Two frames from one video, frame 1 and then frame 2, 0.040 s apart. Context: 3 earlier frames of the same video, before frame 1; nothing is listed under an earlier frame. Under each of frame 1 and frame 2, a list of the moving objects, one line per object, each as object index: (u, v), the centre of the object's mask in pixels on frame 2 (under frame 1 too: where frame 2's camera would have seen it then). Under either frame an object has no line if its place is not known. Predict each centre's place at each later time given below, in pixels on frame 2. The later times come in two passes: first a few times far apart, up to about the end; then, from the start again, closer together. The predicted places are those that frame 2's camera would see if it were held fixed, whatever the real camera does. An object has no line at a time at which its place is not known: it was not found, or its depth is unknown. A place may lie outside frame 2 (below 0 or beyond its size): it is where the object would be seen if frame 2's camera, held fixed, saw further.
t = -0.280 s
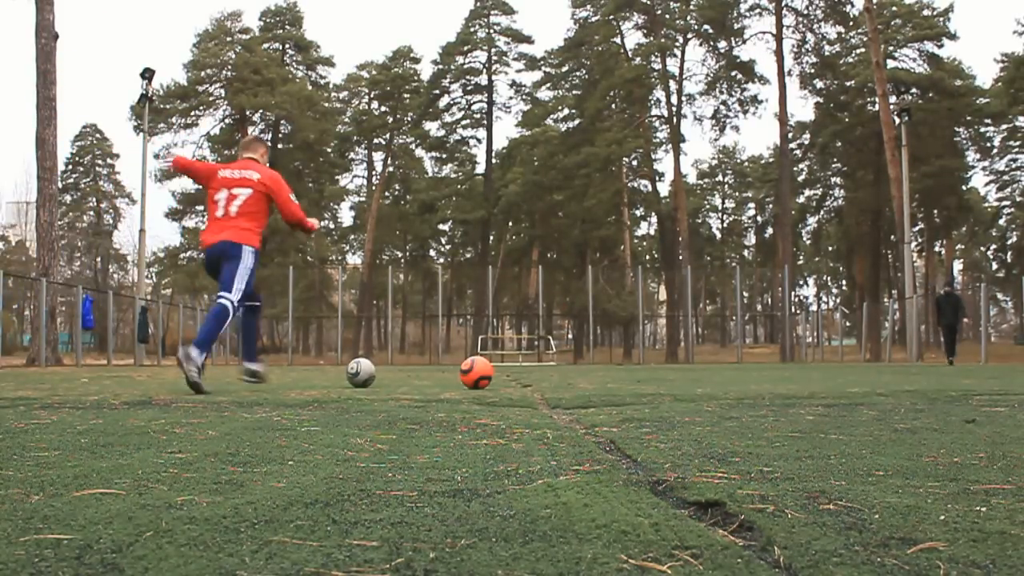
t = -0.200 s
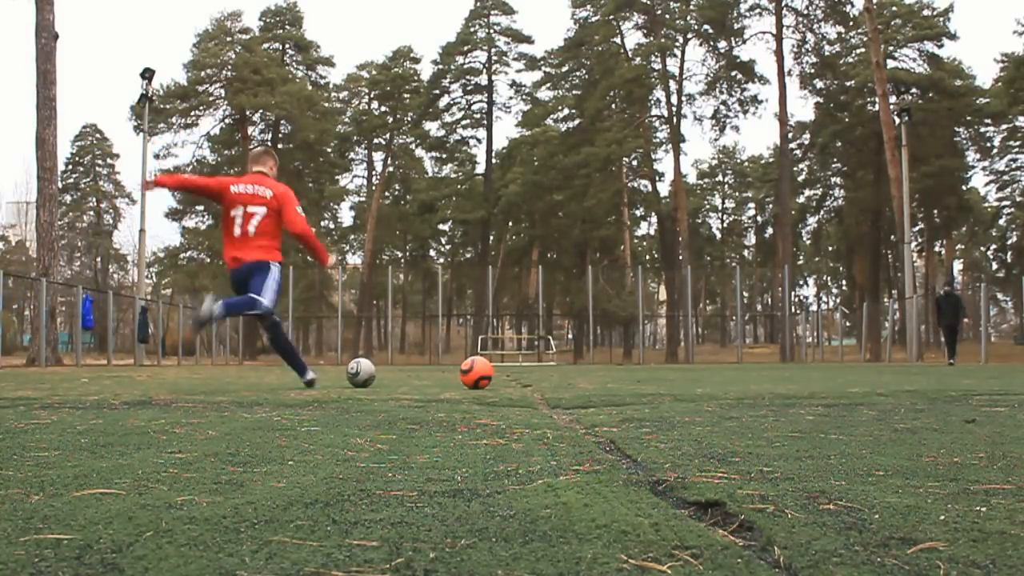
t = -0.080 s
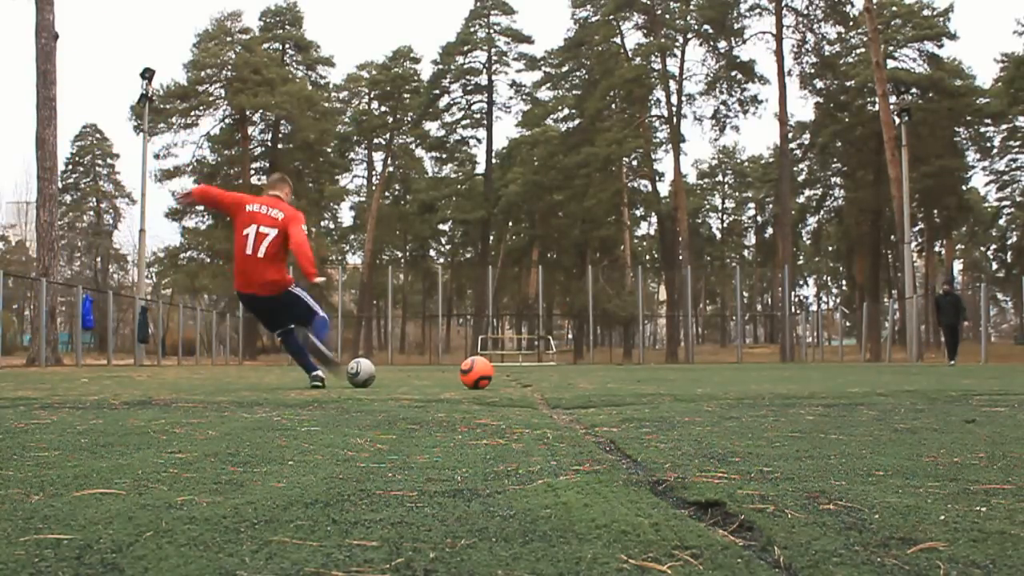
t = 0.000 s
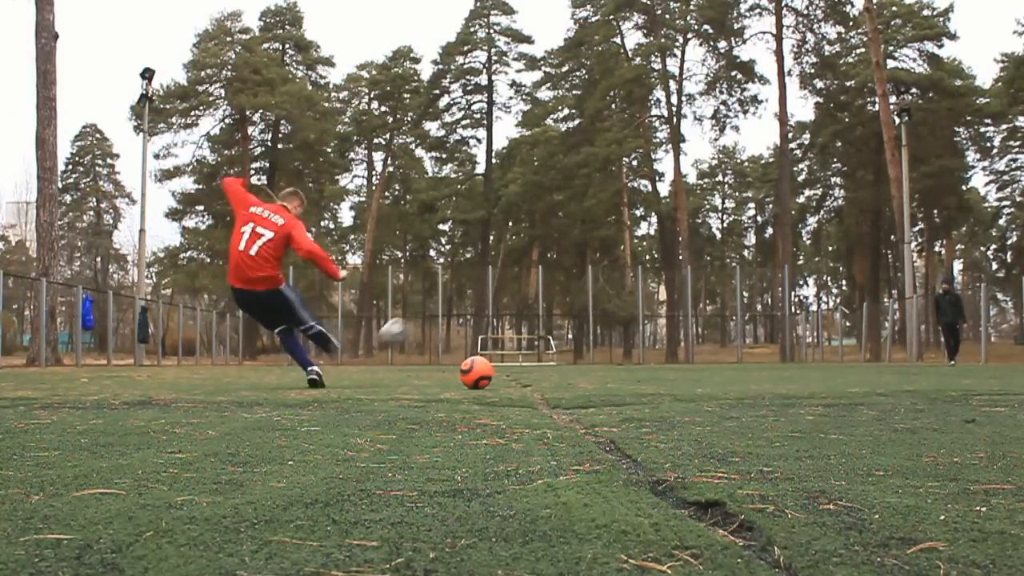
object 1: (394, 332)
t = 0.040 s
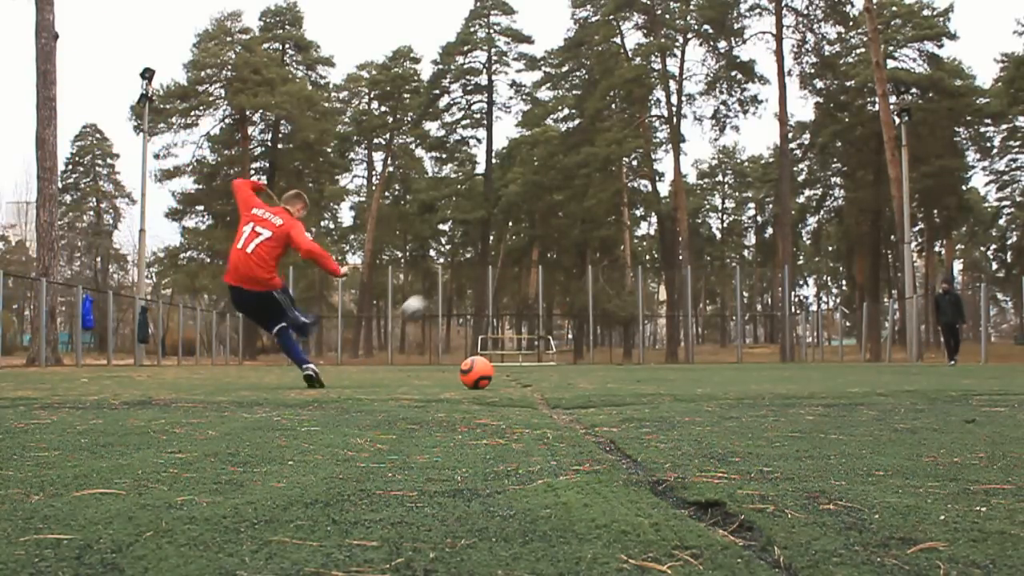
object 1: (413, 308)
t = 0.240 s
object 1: (472, 240)
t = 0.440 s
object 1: (500, 216)
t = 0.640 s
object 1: (514, 211)
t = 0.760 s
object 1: (520, 214)
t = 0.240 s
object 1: (472, 240)
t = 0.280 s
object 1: (480, 233)
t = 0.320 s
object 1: (485, 227)
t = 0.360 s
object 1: (491, 223)
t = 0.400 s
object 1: (496, 219)
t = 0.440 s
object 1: (500, 216)
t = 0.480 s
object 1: (503, 214)
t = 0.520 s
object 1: (506, 213)
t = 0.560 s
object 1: (509, 212)
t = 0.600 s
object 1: (511, 211)
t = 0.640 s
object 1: (514, 211)
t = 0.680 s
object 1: (516, 212)
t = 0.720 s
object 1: (518, 213)
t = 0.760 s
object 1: (520, 214)
